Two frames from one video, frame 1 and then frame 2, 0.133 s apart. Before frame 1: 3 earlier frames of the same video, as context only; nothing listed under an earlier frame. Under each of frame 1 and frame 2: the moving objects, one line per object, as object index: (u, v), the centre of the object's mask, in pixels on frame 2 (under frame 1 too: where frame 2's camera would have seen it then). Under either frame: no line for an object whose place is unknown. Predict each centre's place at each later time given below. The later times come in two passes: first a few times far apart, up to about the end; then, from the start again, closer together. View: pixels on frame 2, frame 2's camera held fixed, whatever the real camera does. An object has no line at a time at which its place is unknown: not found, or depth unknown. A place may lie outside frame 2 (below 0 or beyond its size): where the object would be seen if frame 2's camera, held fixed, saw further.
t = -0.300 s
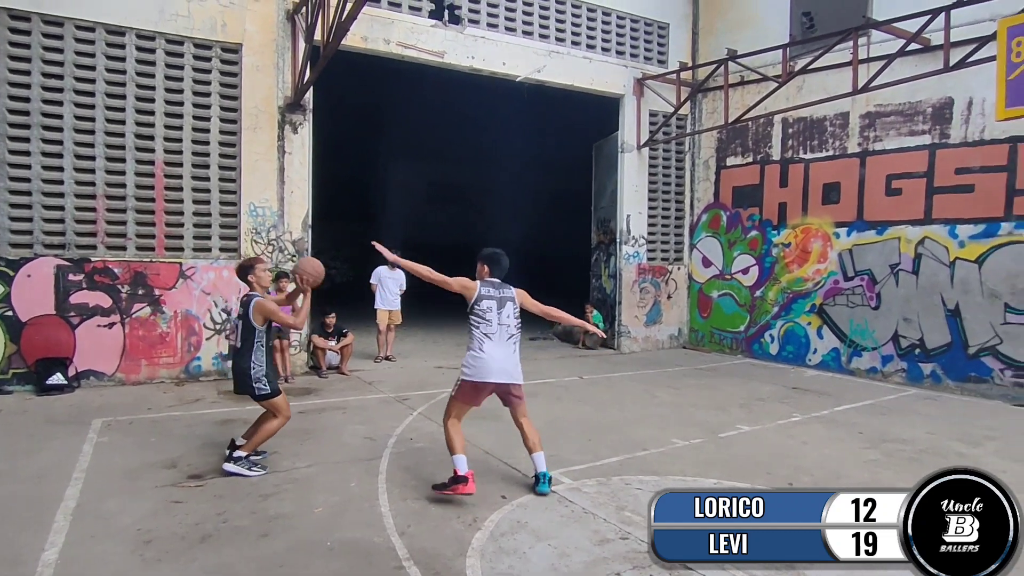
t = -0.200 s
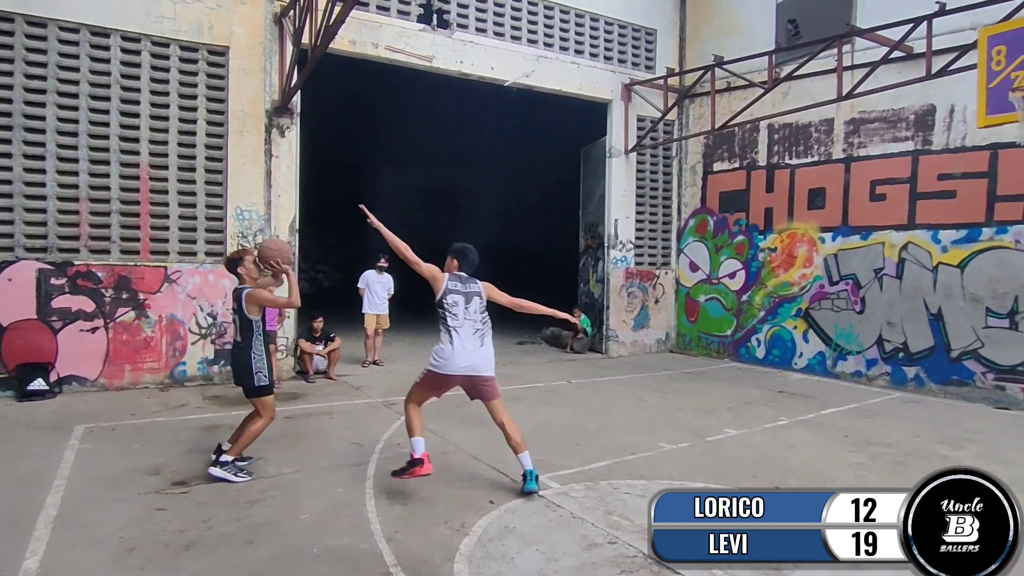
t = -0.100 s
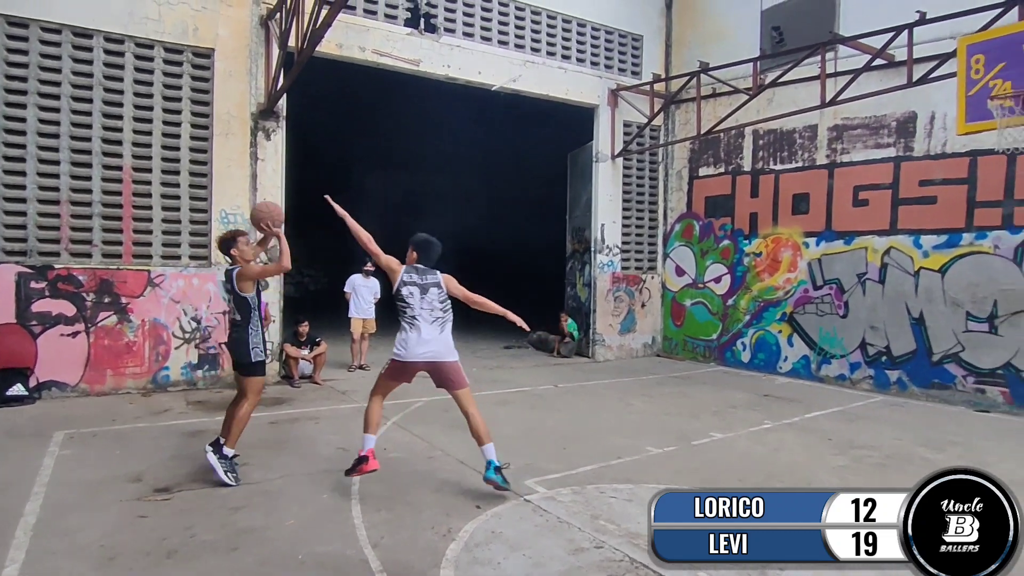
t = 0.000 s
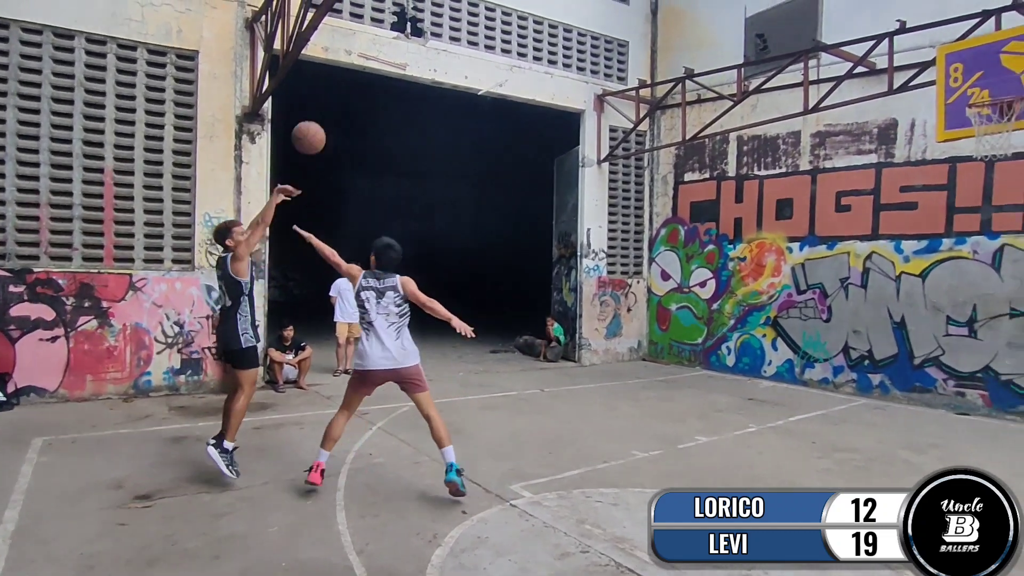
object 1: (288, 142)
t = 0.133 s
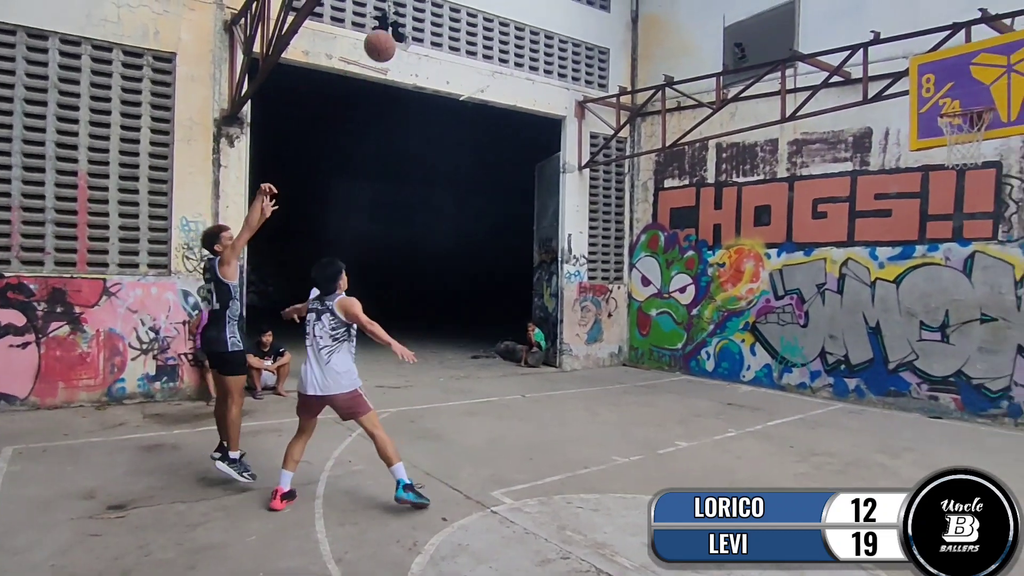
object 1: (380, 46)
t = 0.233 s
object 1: (445, 2)
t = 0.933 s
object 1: (826, -30)
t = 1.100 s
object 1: (901, 41)
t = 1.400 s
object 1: (976, 132)
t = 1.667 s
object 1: (959, 207)
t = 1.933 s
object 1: (943, 355)
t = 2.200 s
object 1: (921, 377)
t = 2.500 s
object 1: (894, 292)
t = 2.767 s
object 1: (868, 294)
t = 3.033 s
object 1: (843, 367)
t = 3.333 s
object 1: (820, 388)
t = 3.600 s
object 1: (804, 351)
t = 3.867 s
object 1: (786, 381)
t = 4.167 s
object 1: (765, 402)
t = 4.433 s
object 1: (748, 384)
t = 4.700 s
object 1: (730, 433)
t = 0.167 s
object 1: (402, 26)
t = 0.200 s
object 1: (424, 10)
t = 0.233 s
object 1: (445, 2)
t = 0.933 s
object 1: (826, -30)
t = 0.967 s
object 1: (841, -19)
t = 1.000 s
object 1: (857, -5)
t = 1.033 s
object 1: (872, 9)
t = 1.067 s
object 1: (887, 25)
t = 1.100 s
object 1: (901, 41)
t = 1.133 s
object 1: (916, 59)
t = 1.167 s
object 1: (930, 77)
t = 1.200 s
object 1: (944, 97)
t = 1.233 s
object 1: (956, 105)
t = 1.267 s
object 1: (970, 112)
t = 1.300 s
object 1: (979, 116)
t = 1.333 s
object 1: (979, 121)
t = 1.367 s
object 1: (978, 126)
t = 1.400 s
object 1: (976, 132)
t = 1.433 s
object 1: (975, 139)
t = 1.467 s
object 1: (971, 146)
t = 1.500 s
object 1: (967, 156)
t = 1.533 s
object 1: (968, 161)
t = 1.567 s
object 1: (965, 172)
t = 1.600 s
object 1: (963, 183)
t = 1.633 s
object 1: (961, 194)
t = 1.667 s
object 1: (959, 207)
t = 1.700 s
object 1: (957, 222)
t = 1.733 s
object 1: (956, 238)
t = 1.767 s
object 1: (953, 254)
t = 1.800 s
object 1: (951, 272)
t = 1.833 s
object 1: (949, 291)
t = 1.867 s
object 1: (948, 312)
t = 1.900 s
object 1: (945, 332)
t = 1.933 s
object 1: (943, 355)
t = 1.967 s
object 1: (940, 378)
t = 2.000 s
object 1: (938, 404)
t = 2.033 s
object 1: (935, 428)
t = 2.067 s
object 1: (932, 446)
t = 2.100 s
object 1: (929, 426)
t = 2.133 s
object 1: (927, 409)
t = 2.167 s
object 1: (924, 392)
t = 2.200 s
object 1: (921, 377)
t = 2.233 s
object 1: (918, 363)
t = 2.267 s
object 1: (915, 350)
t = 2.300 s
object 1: (912, 339)
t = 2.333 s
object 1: (909, 328)
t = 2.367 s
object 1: (906, 318)
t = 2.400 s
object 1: (903, 310)
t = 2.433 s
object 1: (900, 303)
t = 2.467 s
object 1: (896, 297)
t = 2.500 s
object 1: (894, 292)
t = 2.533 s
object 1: (891, 288)
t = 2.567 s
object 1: (887, 286)
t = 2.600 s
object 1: (885, 285)
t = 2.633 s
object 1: (881, 285)
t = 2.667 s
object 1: (878, 285)
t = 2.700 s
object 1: (875, 287)
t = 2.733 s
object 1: (872, 290)
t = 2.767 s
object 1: (868, 294)
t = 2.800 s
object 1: (865, 299)
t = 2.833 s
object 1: (862, 306)
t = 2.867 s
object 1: (859, 313)
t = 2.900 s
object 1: (856, 321)
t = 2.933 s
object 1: (853, 331)
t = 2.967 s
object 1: (849, 342)
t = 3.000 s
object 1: (846, 354)
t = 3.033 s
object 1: (843, 367)
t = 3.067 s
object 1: (840, 382)
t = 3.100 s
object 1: (836, 397)
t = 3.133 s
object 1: (833, 413)
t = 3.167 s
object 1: (830, 431)
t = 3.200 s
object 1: (827, 434)
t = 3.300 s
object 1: (821, 398)
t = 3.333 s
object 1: (820, 388)
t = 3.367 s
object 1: (818, 380)
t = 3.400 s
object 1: (815, 372)
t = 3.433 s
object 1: (813, 366)
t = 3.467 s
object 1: (811, 360)
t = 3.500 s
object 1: (809, 356)
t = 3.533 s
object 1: (807, 353)
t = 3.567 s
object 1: (805, 351)
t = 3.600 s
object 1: (804, 351)
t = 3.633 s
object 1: (801, 350)
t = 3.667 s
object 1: (799, 352)
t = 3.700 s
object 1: (797, 353)
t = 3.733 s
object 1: (795, 356)
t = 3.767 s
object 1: (792, 361)
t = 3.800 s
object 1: (790, 367)
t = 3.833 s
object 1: (787, 374)
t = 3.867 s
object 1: (786, 381)
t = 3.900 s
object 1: (782, 390)
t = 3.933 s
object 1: (780, 400)
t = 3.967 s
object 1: (777, 412)
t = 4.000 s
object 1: (775, 424)
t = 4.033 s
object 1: (772, 436)
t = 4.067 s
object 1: (770, 426)
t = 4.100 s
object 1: (769, 417)
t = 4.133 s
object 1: (767, 409)
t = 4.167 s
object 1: (765, 402)
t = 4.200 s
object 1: (763, 395)
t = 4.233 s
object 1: (761, 390)
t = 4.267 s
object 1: (759, 387)
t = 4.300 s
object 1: (756, 384)
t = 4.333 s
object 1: (754, 383)
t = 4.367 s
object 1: (752, 382)
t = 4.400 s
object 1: (750, 383)
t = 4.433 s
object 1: (748, 384)
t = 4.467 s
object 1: (746, 386)
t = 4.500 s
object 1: (743, 390)
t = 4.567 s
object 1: (738, 402)
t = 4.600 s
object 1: (736, 409)
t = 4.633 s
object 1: (734, 417)
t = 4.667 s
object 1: (732, 426)
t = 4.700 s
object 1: (730, 433)
